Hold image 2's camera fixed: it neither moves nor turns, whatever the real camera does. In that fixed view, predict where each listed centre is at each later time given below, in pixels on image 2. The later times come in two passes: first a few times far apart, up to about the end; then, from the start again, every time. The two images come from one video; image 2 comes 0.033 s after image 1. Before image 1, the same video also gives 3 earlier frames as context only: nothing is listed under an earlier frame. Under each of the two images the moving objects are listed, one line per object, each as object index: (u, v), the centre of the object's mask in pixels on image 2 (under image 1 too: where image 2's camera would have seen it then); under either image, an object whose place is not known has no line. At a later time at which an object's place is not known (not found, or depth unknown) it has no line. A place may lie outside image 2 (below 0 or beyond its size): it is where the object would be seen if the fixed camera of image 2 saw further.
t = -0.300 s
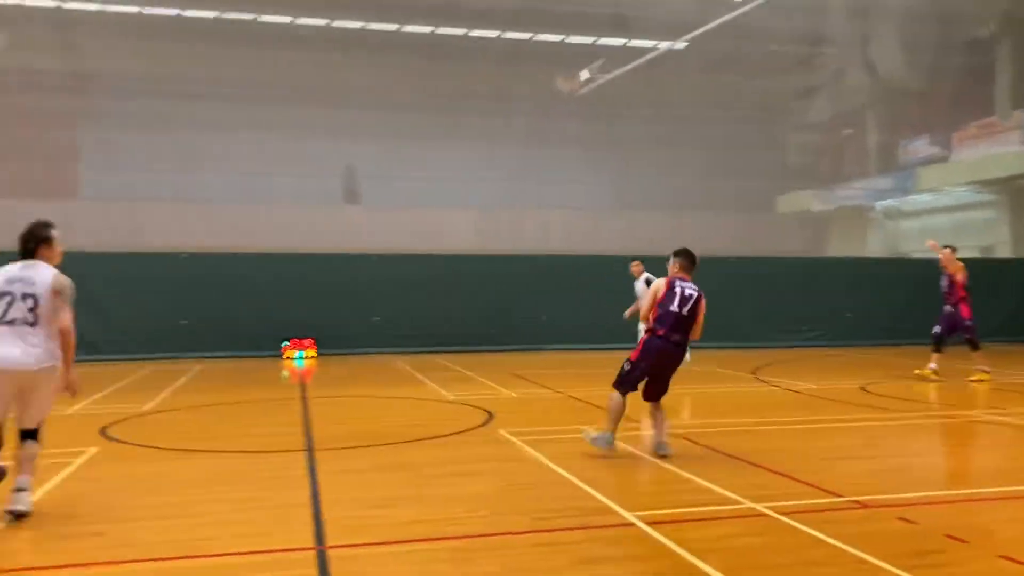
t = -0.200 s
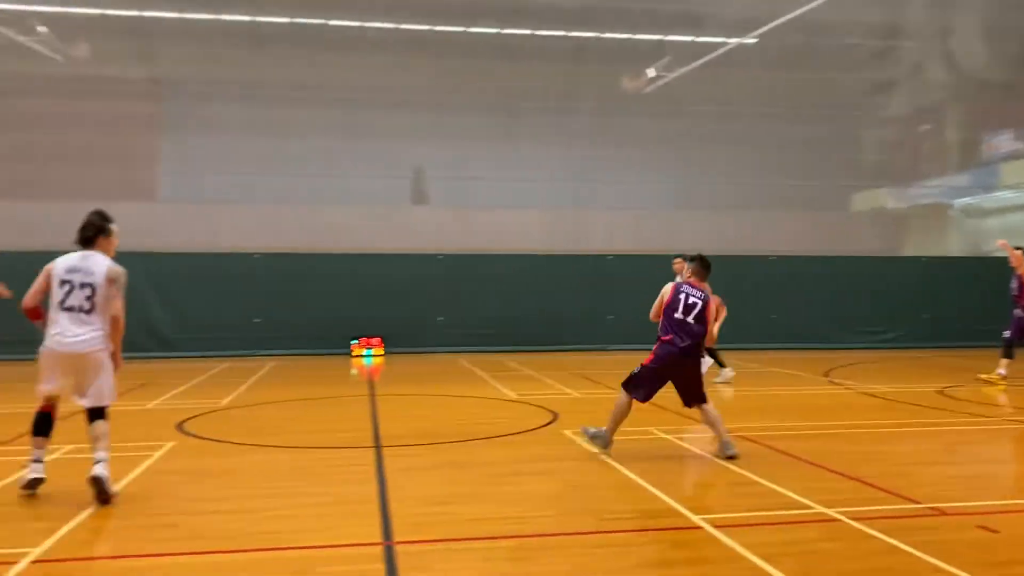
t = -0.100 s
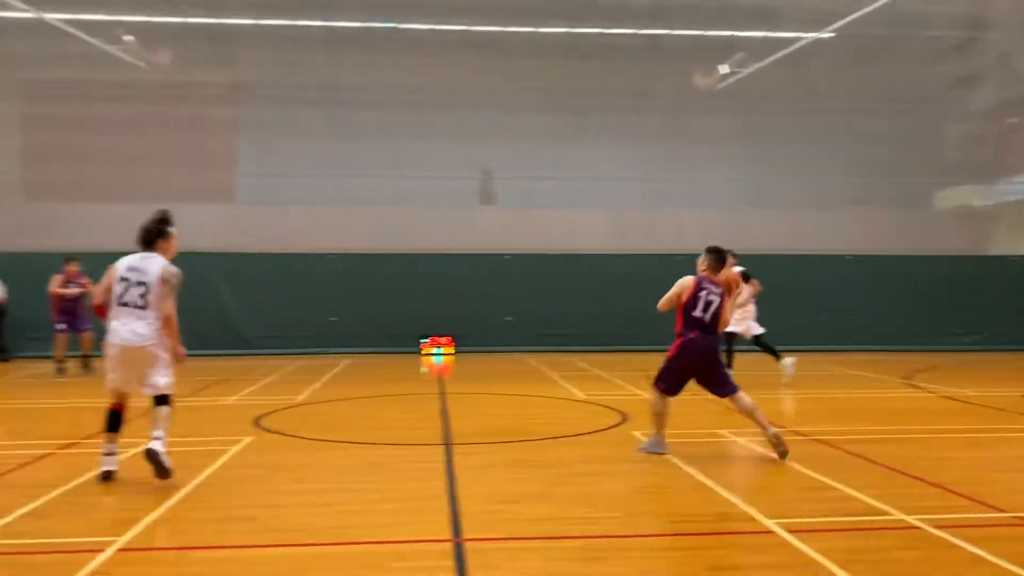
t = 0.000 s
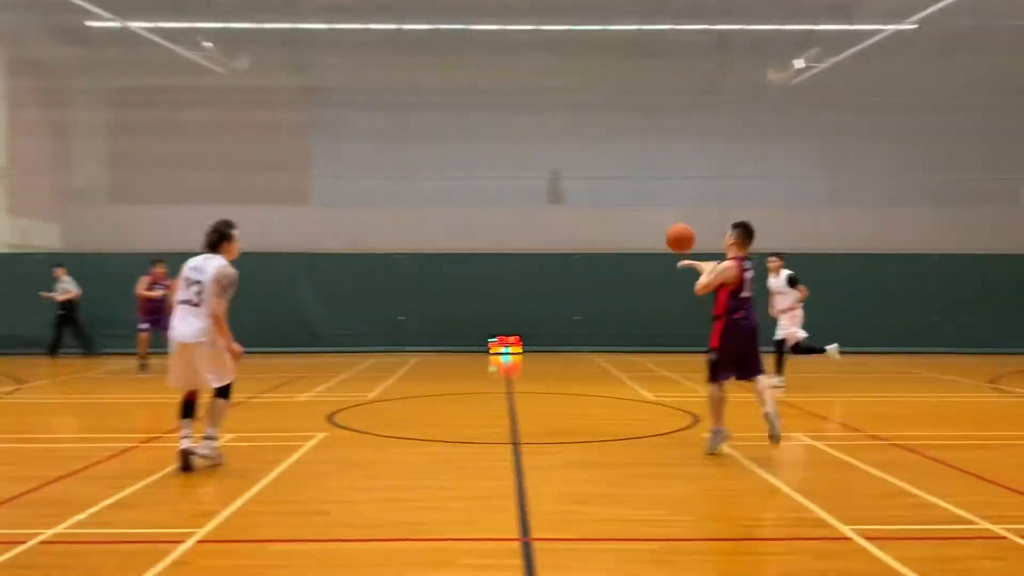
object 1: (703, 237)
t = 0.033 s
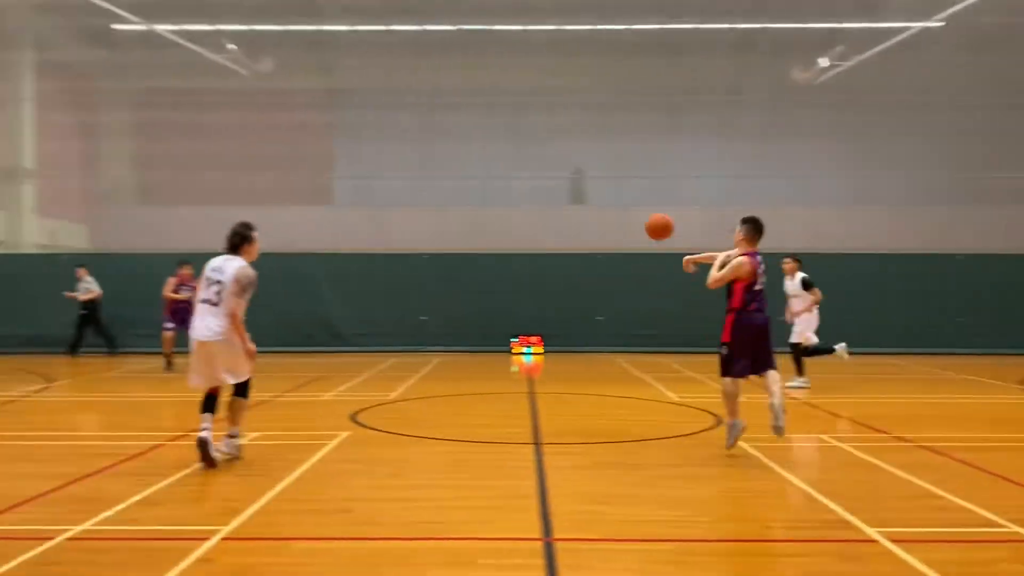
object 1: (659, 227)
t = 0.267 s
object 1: (432, 190)
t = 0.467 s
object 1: (307, 196)
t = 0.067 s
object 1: (619, 217)
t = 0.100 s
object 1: (581, 209)
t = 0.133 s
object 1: (547, 204)
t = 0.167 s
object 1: (516, 198)
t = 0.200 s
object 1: (486, 194)
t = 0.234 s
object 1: (458, 191)
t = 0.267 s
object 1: (432, 190)
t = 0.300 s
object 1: (408, 189)
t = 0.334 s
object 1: (385, 189)
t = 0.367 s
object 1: (364, 190)
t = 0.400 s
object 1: (343, 191)
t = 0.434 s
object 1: (325, 193)
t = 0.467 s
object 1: (307, 196)
